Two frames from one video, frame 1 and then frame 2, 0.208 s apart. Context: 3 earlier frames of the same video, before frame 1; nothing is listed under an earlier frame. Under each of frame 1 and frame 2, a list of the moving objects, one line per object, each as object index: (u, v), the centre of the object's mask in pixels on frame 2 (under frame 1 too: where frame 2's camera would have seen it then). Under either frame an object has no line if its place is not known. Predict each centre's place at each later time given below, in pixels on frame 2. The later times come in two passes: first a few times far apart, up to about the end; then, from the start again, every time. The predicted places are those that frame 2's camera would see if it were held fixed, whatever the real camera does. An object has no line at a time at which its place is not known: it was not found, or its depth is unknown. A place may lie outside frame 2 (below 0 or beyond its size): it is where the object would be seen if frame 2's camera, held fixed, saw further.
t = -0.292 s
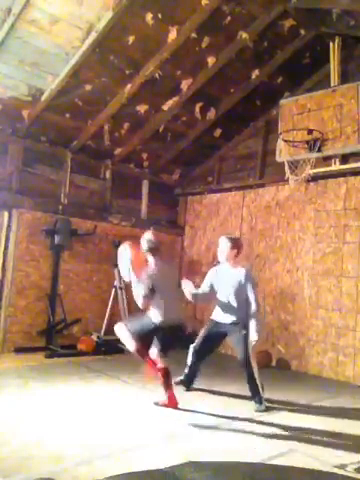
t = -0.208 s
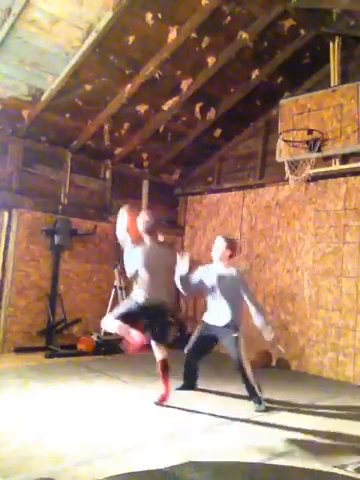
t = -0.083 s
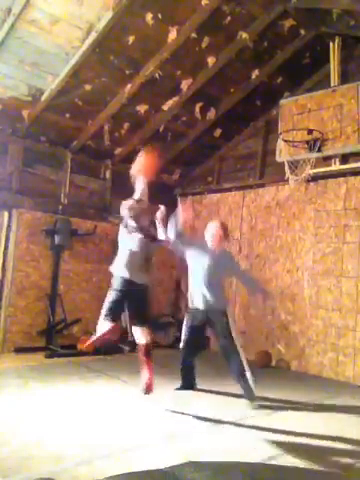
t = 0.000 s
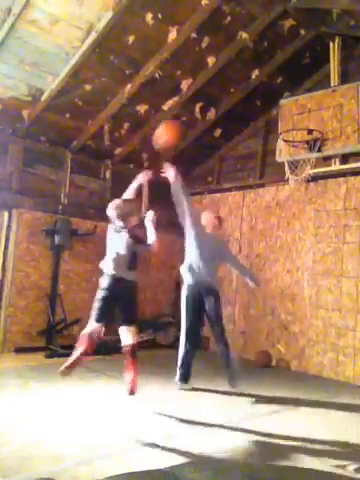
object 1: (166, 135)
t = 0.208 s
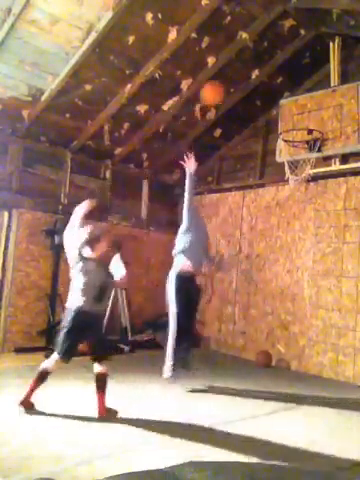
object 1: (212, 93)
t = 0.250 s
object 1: (219, 90)
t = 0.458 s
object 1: (256, 100)
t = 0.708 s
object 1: (267, 120)
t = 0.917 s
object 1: (247, 136)
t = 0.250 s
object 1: (219, 90)
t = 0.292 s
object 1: (226, 89)
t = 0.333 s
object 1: (235, 90)
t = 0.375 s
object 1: (242, 91)
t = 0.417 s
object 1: (249, 95)
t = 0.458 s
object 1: (256, 100)
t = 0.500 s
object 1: (261, 106)
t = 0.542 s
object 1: (267, 115)
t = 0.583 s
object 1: (272, 121)
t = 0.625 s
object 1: (272, 122)
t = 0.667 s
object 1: (269, 121)
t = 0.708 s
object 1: (267, 120)
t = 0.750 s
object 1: (263, 120)
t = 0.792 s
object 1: (258, 122)
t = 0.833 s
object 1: (255, 125)
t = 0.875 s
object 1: (251, 131)
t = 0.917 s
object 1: (247, 136)
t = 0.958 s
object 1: (243, 143)
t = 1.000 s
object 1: (238, 154)
